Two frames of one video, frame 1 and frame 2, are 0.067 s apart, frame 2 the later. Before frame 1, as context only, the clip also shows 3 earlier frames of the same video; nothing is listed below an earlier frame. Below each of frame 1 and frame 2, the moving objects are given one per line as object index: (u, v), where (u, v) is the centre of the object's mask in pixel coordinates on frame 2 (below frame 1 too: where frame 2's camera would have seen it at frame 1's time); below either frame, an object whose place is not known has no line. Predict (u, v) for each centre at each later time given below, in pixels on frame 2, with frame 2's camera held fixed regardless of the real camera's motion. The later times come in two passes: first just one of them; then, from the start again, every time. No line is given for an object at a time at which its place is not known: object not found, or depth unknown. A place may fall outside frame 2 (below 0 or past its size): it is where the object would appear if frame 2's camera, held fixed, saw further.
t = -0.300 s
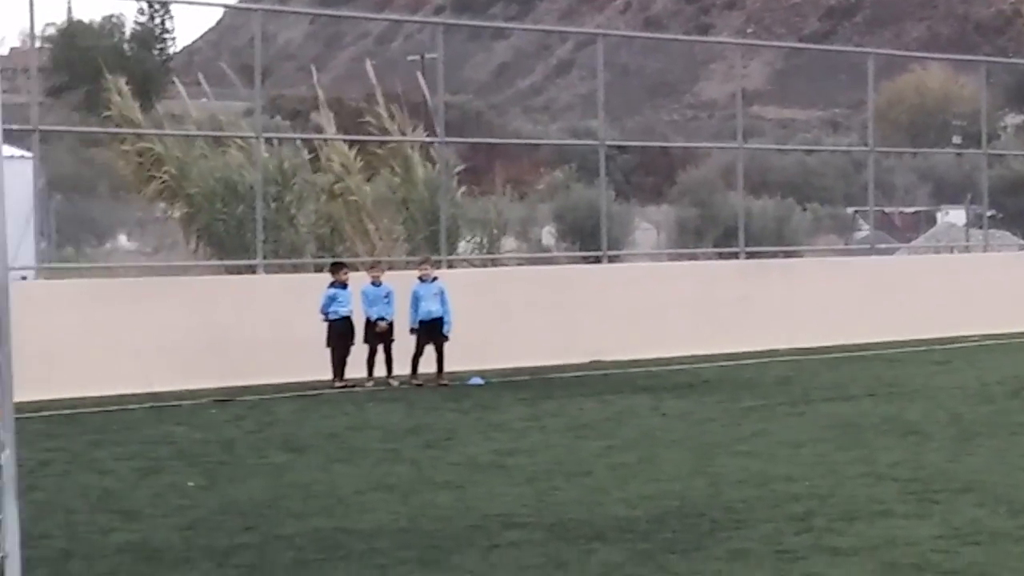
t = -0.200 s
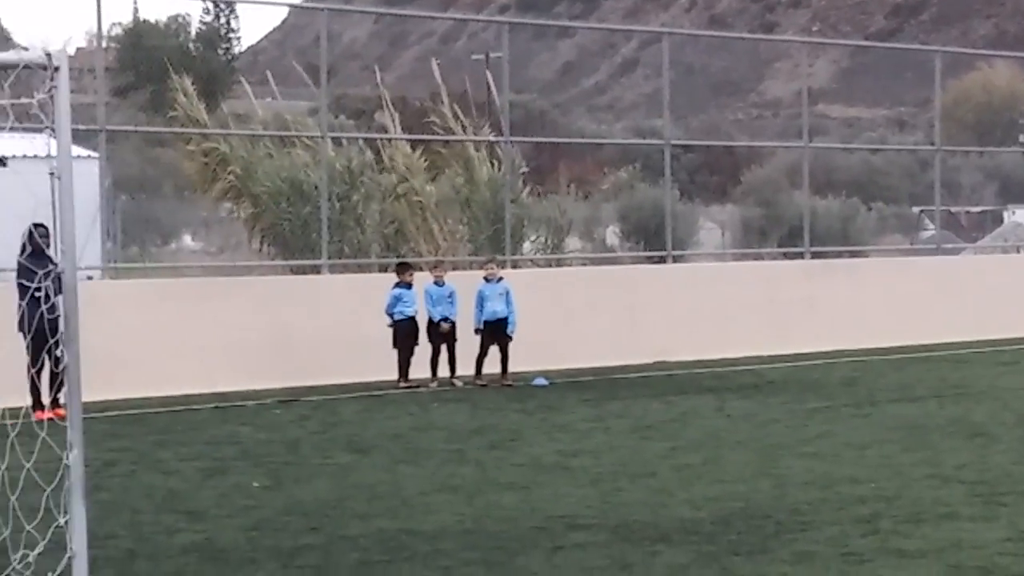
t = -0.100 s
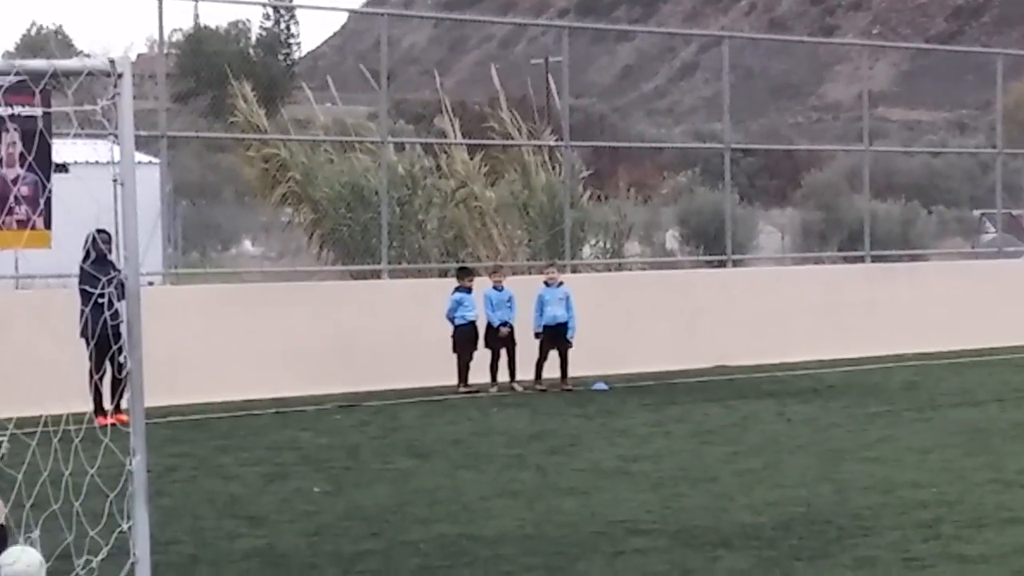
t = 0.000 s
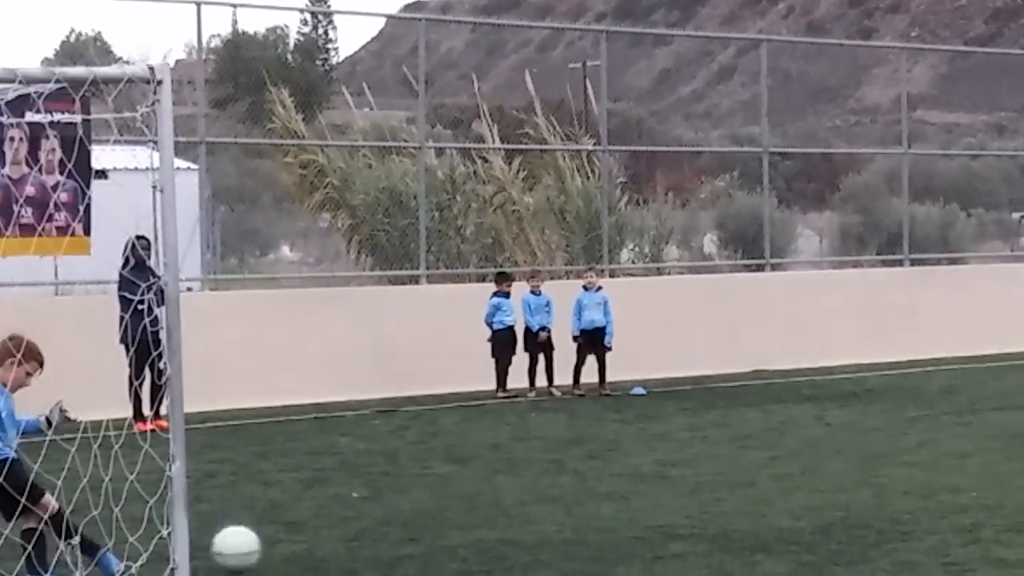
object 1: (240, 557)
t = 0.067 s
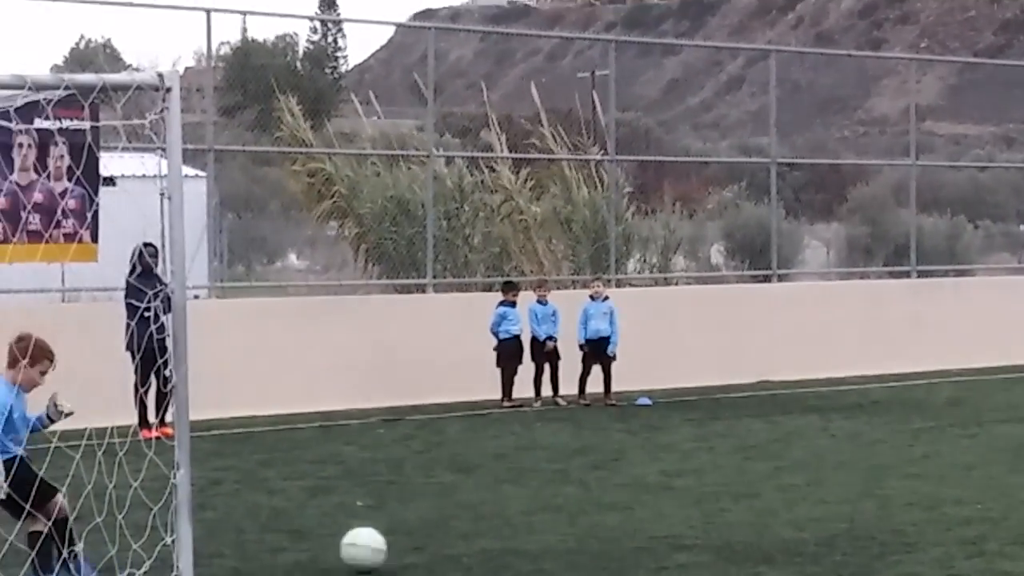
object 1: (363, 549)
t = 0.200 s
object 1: (569, 518)
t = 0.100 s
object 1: (418, 540)
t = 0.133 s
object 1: (470, 530)
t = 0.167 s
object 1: (520, 523)
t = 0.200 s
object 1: (569, 518)
